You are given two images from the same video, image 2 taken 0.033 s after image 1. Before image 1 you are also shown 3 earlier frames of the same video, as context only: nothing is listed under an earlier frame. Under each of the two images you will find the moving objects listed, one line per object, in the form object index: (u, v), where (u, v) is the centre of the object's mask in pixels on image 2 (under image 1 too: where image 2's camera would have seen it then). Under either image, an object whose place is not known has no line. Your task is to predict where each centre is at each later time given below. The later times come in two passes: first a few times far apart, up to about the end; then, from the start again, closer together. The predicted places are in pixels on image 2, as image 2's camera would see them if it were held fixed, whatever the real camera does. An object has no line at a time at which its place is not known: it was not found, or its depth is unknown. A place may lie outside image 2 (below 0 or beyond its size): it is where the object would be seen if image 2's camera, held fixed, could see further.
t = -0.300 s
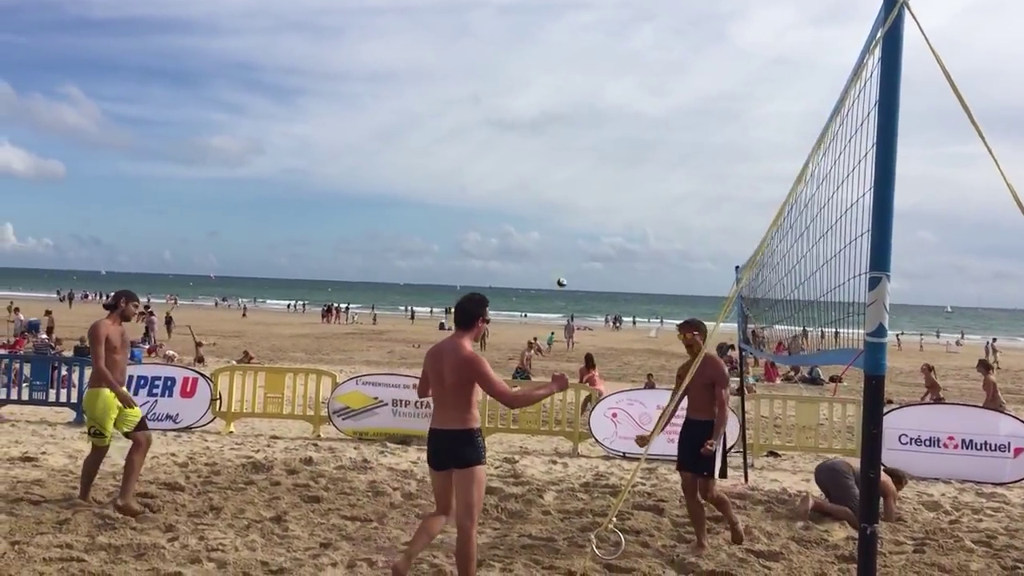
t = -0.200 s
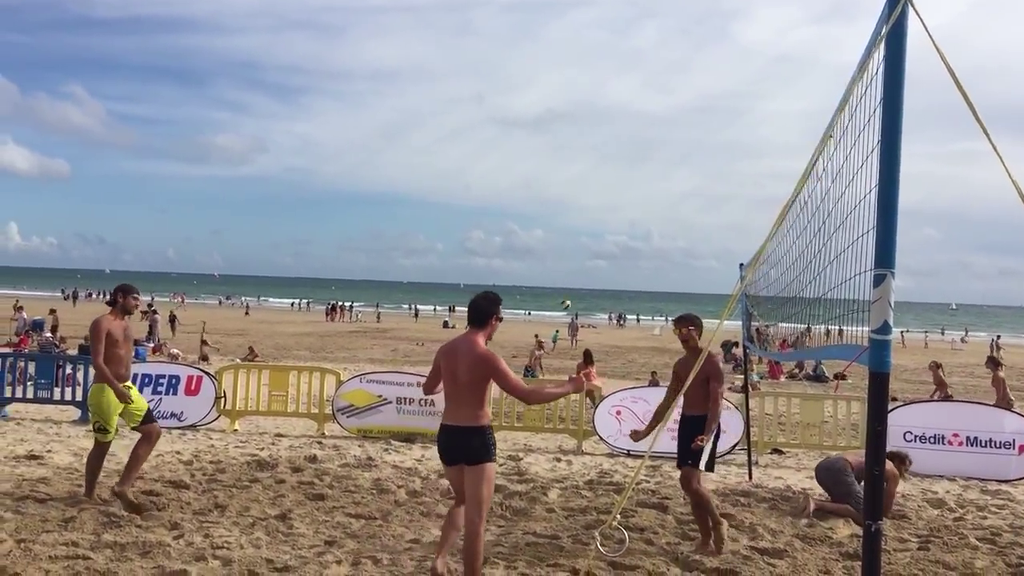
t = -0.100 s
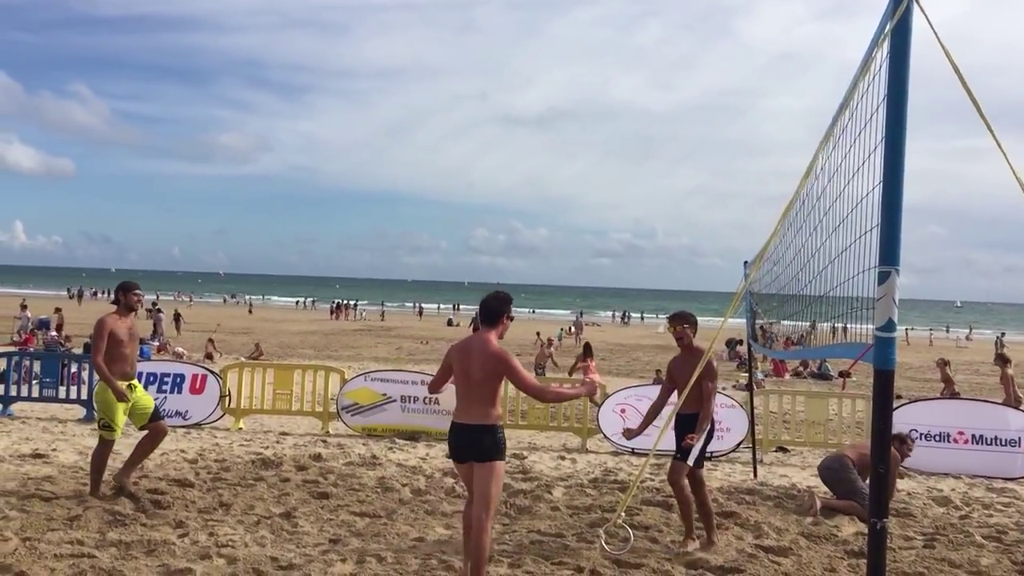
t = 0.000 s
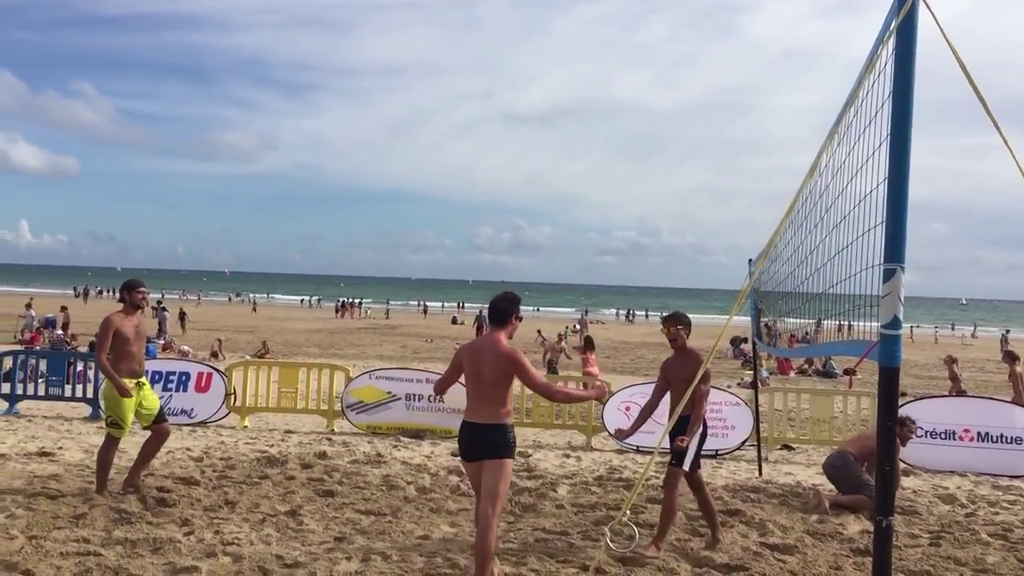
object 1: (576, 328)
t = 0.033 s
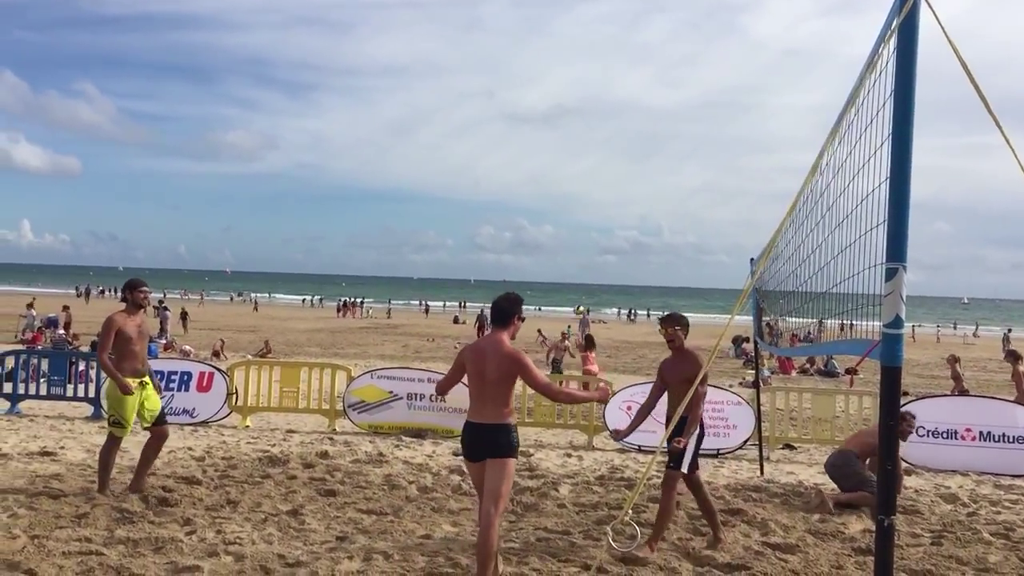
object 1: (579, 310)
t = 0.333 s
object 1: (594, 175)
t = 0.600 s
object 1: (604, 98)
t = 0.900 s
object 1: (608, 54)
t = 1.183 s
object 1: (613, 49)
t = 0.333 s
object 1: (594, 175)
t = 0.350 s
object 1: (595, 169)
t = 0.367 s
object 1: (596, 163)
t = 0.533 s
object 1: (602, 114)
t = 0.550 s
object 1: (602, 110)
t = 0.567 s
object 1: (603, 106)
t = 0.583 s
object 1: (604, 102)
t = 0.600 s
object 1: (604, 98)
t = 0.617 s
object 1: (604, 95)
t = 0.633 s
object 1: (605, 91)
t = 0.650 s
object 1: (606, 88)
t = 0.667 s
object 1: (606, 85)
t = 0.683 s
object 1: (607, 81)
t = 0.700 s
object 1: (607, 79)
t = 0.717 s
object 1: (607, 76)
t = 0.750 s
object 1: (608, 71)
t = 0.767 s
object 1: (609, 68)
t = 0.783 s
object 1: (610, 66)
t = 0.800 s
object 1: (610, 64)
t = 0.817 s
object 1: (611, 61)
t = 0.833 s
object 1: (611, 60)
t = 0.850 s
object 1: (611, 58)
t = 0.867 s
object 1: (611, 56)
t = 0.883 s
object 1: (609, 55)
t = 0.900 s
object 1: (608, 54)
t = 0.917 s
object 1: (608, 53)
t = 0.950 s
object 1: (609, 51)
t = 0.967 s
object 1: (610, 50)
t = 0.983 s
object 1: (611, 49)
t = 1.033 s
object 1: (611, 47)
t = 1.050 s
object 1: (610, 47)
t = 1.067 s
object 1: (611, 47)
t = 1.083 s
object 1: (612, 47)
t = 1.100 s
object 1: (612, 47)
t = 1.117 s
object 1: (612, 47)
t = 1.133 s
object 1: (612, 47)
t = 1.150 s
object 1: (612, 48)
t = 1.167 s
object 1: (613, 48)
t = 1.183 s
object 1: (613, 49)
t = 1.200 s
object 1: (612, 49)
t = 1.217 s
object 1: (614, 50)
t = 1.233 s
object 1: (614, 51)
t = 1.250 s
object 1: (614, 52)
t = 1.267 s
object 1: (615, 53)
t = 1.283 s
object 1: (615, 54)
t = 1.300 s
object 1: (615, 56)
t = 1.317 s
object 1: (616, 57)
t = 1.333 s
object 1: (616, 59)
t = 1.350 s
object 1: (617, 60)
